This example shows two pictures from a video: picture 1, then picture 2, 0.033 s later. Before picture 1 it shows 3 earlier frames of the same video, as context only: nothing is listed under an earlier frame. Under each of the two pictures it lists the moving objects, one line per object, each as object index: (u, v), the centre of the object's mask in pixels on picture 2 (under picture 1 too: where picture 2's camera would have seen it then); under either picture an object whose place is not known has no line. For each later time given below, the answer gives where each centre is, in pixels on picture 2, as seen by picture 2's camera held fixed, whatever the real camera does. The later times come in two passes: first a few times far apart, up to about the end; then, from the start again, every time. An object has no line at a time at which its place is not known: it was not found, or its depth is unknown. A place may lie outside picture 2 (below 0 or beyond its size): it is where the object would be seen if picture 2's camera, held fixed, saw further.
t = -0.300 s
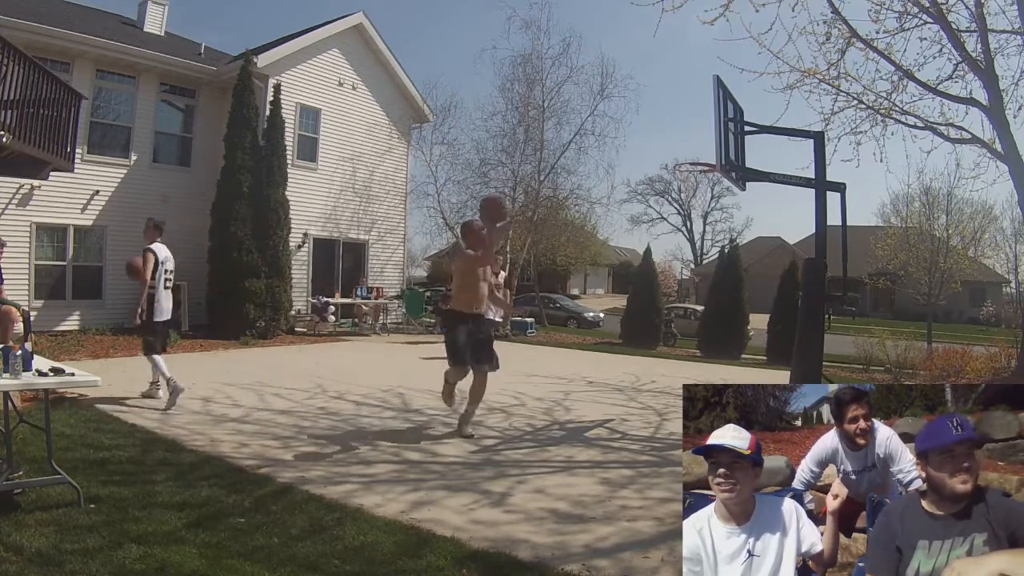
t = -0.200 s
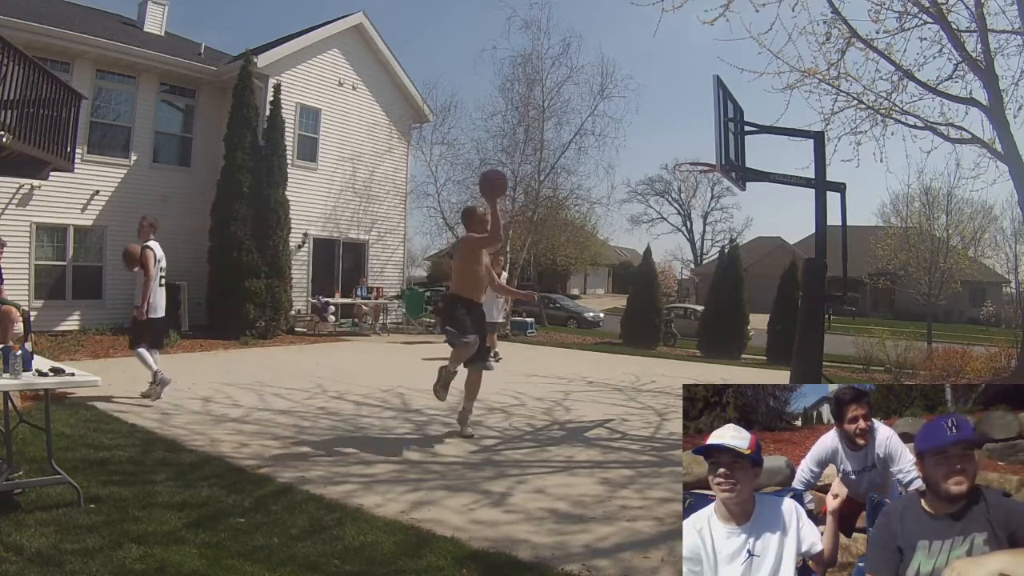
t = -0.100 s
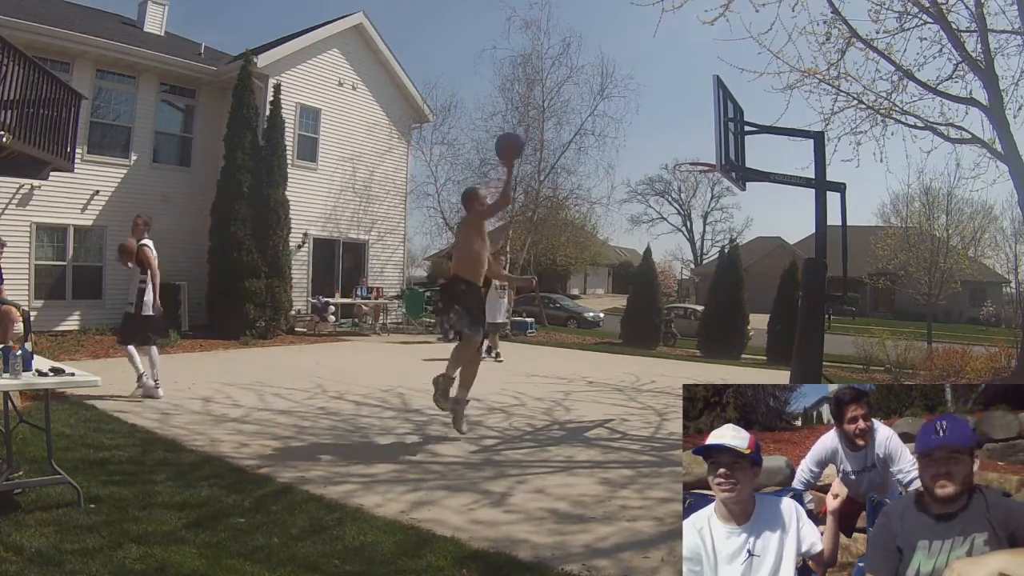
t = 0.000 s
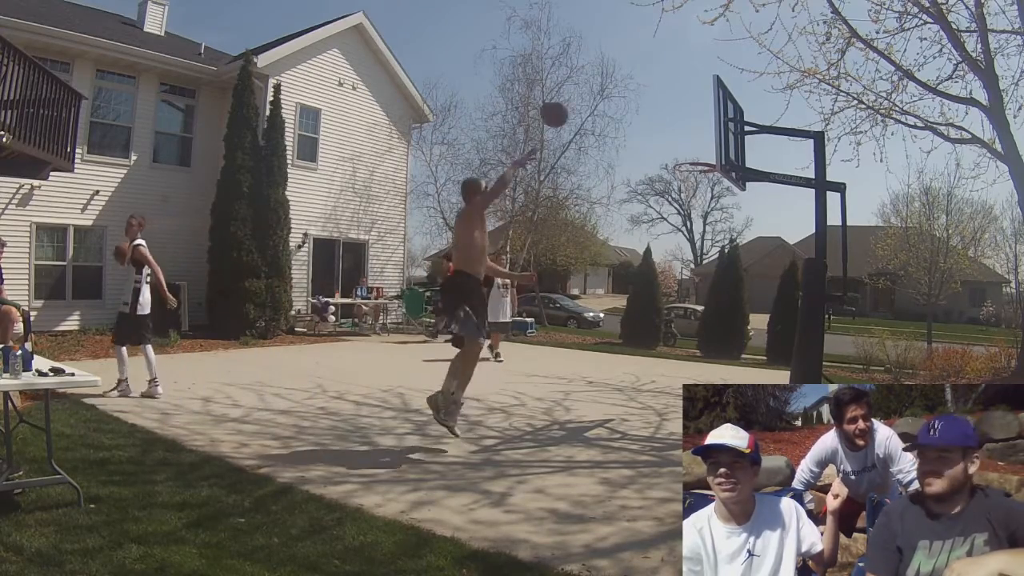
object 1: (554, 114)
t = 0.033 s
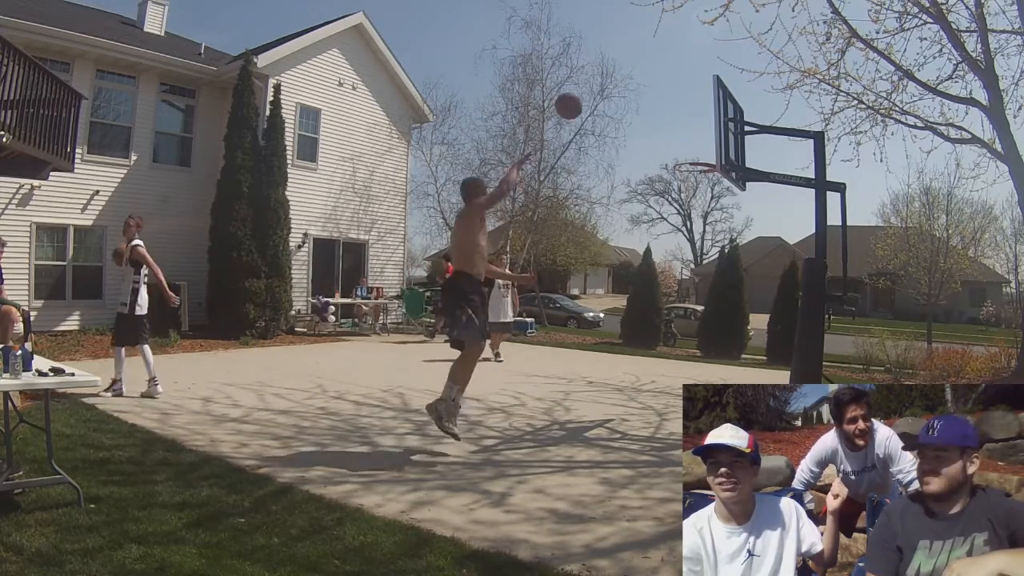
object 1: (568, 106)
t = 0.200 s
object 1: (634, 88)
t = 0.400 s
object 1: (699, 105)
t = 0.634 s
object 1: (691, 160)
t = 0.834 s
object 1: (701, 166)
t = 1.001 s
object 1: (686, 172)
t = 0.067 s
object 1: (582, 100)
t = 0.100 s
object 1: (596, 95)
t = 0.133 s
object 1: (609, 91)
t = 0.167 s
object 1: (622, 89)
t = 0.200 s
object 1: (634, 88)
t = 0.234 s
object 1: (646, 88)
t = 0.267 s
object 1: (657, 90)
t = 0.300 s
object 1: (668, 92)
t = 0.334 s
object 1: (678, 95)
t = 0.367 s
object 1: (688, 100)
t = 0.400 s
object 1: (699, 105)
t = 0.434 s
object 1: (706, 111)
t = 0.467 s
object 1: (706, 117)
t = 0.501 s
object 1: (704, 124)
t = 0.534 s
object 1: (701, 132)
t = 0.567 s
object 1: (697, 141)
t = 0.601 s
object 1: (694, 150)
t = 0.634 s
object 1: (691, 160)
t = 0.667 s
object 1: (690, 164)
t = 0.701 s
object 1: (690, 164)
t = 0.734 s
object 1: (691, 164)
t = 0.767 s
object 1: (693, 165)
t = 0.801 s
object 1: (697, 165)
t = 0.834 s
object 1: (701, 166)
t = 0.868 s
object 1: (701, 167)
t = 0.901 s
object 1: (697, 167)
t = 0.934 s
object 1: (692, 168)
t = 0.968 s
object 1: (687, 170)
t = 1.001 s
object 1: (686, 172)
